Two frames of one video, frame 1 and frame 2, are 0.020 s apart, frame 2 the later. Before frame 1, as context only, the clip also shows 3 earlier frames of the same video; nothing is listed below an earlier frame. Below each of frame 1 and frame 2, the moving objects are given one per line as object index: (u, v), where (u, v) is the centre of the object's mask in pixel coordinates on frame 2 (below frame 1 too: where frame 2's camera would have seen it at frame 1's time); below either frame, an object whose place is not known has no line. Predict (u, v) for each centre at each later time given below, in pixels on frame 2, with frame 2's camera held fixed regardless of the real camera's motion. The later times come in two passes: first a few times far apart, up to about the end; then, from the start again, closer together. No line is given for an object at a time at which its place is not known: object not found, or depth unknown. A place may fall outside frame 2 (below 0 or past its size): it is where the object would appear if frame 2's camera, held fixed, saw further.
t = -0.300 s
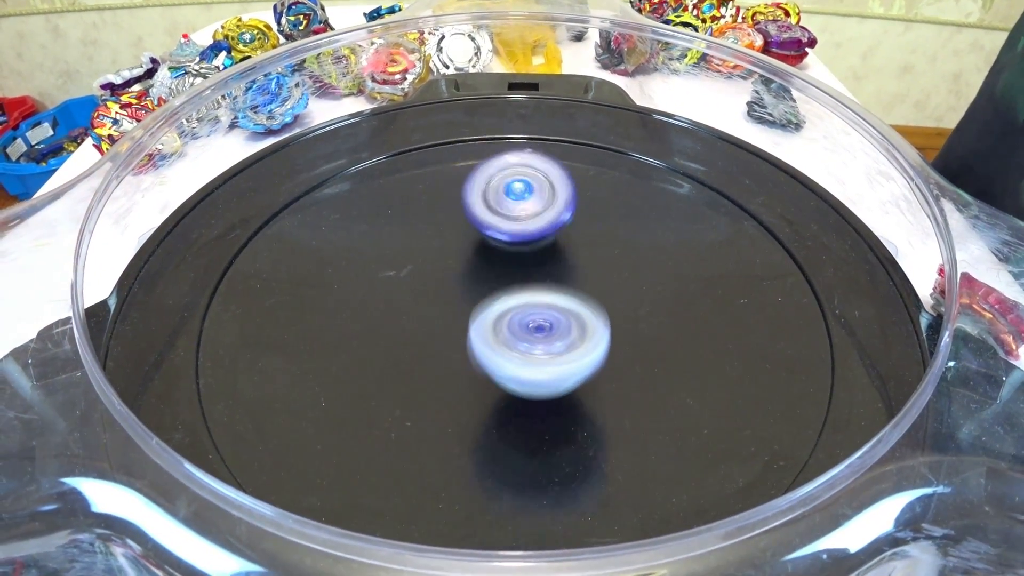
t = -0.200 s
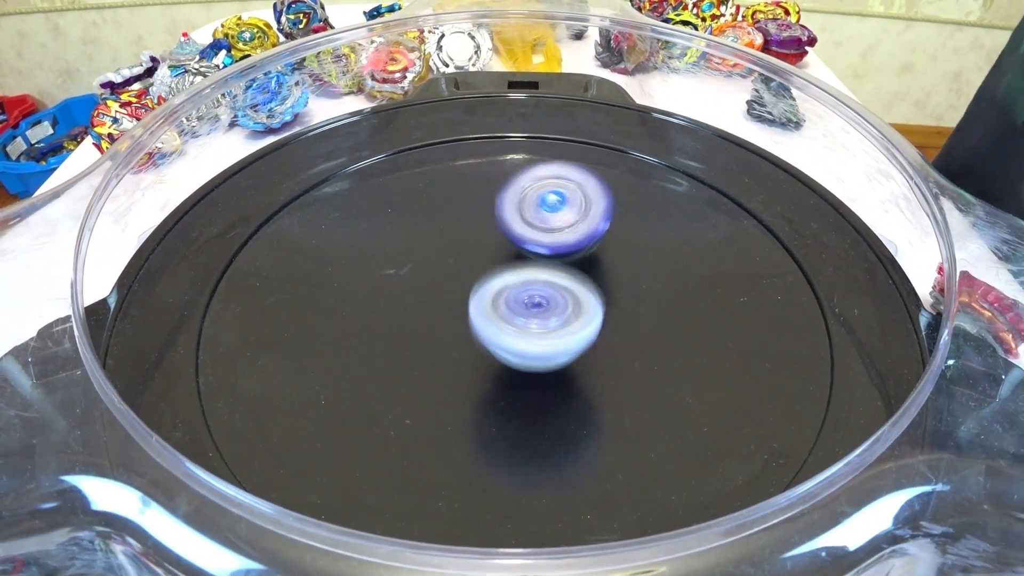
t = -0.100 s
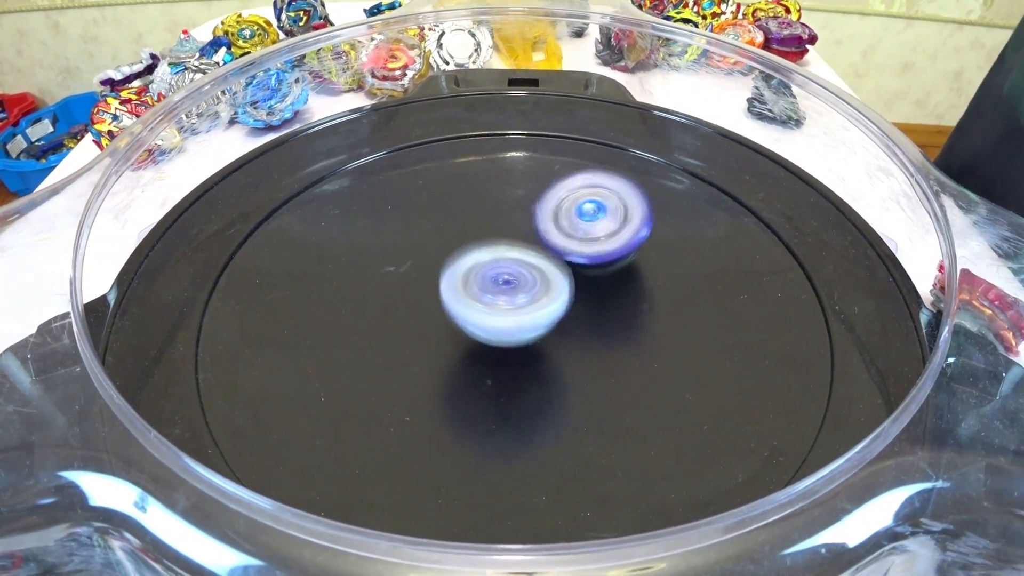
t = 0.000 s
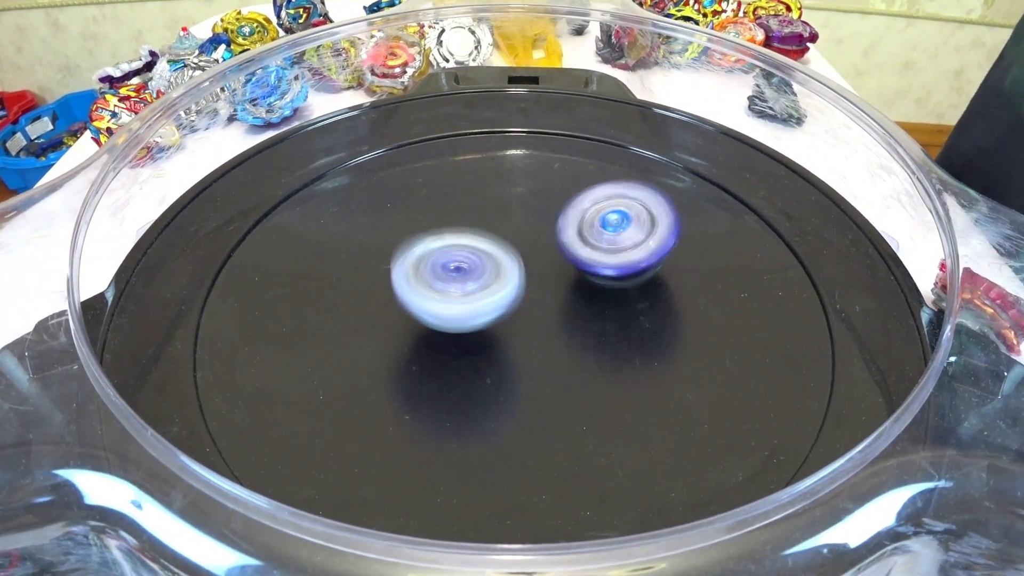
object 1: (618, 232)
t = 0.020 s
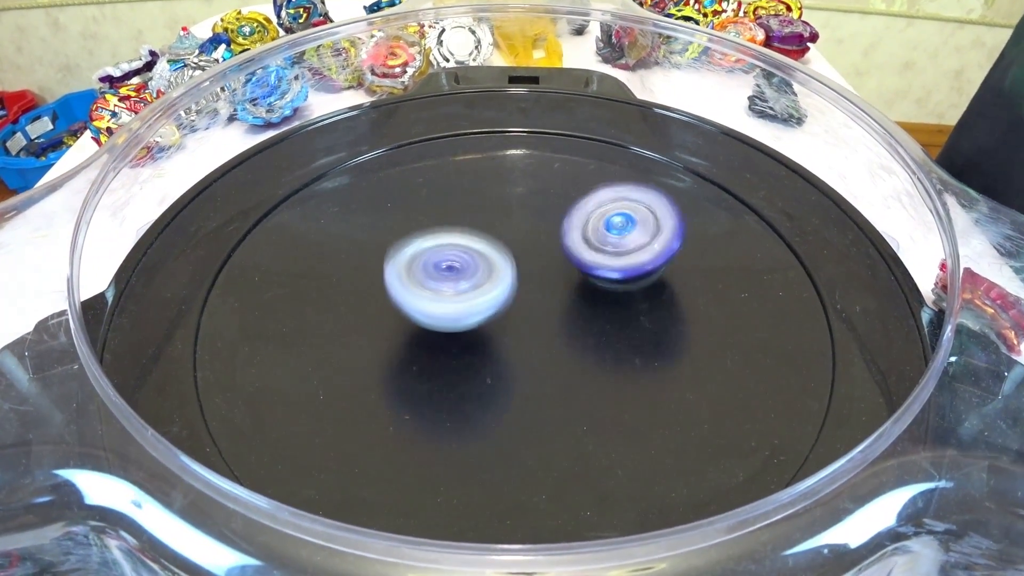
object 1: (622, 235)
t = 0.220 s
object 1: (642, 272)
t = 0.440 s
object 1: (638, 329)
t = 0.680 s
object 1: (577, 369)
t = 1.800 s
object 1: (432, 218)
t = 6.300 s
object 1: (453, 229)
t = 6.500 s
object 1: (515, 220)
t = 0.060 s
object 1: (629, 241)
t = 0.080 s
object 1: (632, 245)
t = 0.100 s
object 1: (634, 248)
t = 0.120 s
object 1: (636, 252)
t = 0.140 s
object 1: (637, 256)
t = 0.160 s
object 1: (639, 260)
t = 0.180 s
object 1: (640, 263)
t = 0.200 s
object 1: (641, 268)
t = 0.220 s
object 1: (642, 272)
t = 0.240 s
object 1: (642, 276)
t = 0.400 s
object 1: (640, 319)
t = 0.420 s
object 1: (639, 324)
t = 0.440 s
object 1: (638, 329)
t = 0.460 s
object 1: (636, 333)
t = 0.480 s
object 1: (634, 338)
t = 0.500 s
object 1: (630, 341)
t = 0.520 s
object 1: (625, 345)
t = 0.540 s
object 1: (620, 349)
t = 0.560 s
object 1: (614, 352)
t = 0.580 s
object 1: (608, 354)
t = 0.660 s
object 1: (584, 367)
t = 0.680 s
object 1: (577, 369)
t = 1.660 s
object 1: (407, 241)
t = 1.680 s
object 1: (410, 236)
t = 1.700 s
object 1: (413, 232)
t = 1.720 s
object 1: (416, 229)
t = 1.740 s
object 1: (420, 226)
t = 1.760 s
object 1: (424, 223)
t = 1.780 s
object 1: (428, 220)
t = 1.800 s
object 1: (432, 218)
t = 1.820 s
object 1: (437, 217)
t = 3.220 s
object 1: (547, 374)
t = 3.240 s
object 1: (541, 380)
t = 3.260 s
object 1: (534, 385)
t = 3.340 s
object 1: (508, 396)
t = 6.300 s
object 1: (453, 229)
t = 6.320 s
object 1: (459, 228)
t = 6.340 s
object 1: (466, 227)
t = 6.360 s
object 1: (473, 226)
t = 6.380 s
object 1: (480, 225)
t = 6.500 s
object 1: (515, 220)
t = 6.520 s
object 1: (520, 220)
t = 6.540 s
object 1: (524, 221)
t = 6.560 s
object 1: (529, 221)
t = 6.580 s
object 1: (534, 222)
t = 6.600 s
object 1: (538, 223)
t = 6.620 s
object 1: (542, 224)
